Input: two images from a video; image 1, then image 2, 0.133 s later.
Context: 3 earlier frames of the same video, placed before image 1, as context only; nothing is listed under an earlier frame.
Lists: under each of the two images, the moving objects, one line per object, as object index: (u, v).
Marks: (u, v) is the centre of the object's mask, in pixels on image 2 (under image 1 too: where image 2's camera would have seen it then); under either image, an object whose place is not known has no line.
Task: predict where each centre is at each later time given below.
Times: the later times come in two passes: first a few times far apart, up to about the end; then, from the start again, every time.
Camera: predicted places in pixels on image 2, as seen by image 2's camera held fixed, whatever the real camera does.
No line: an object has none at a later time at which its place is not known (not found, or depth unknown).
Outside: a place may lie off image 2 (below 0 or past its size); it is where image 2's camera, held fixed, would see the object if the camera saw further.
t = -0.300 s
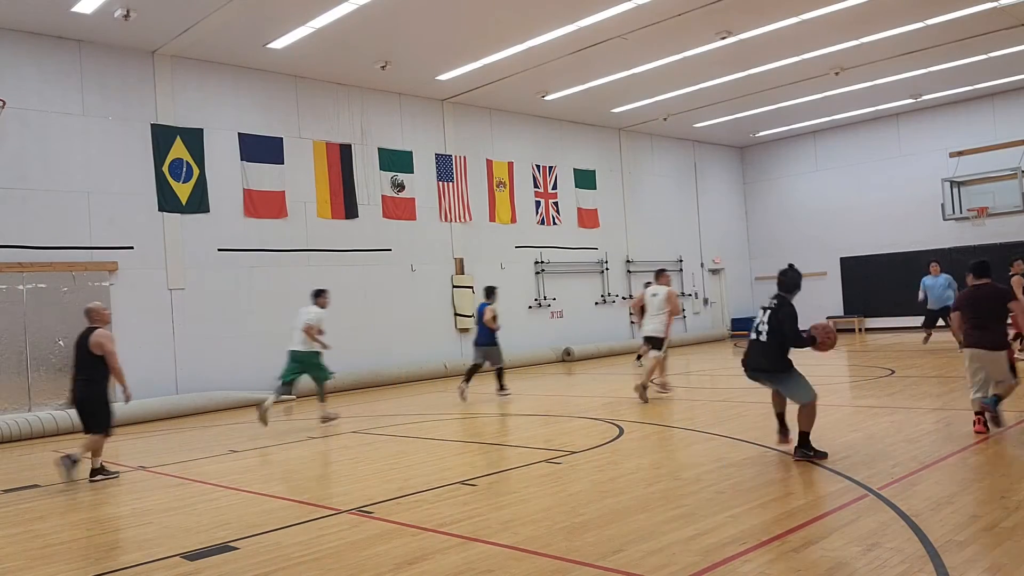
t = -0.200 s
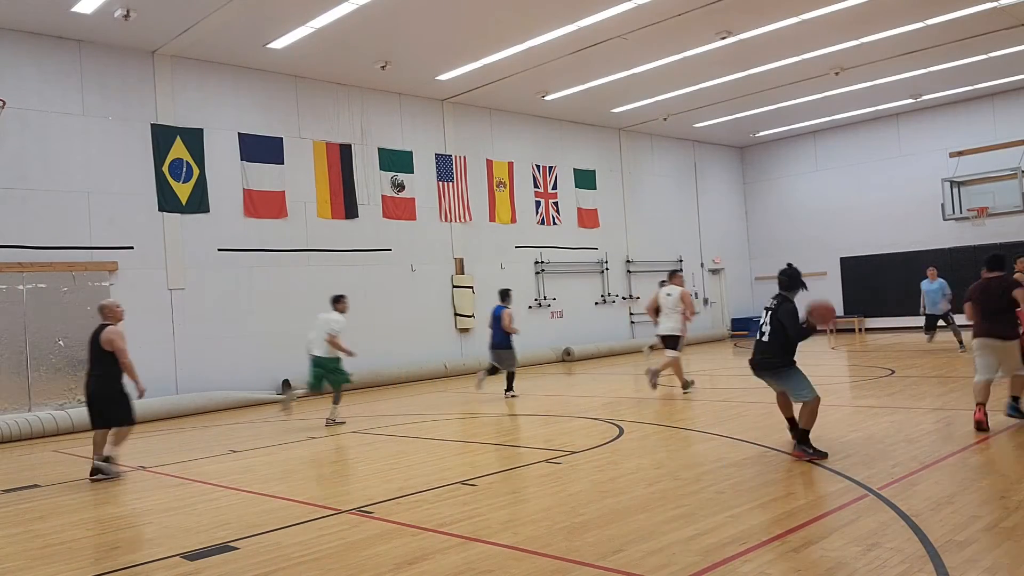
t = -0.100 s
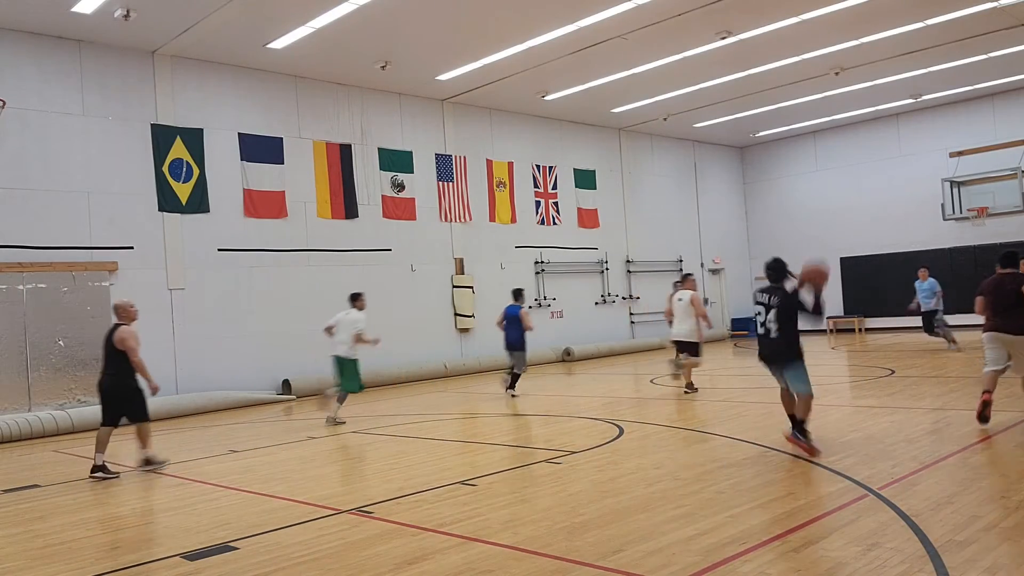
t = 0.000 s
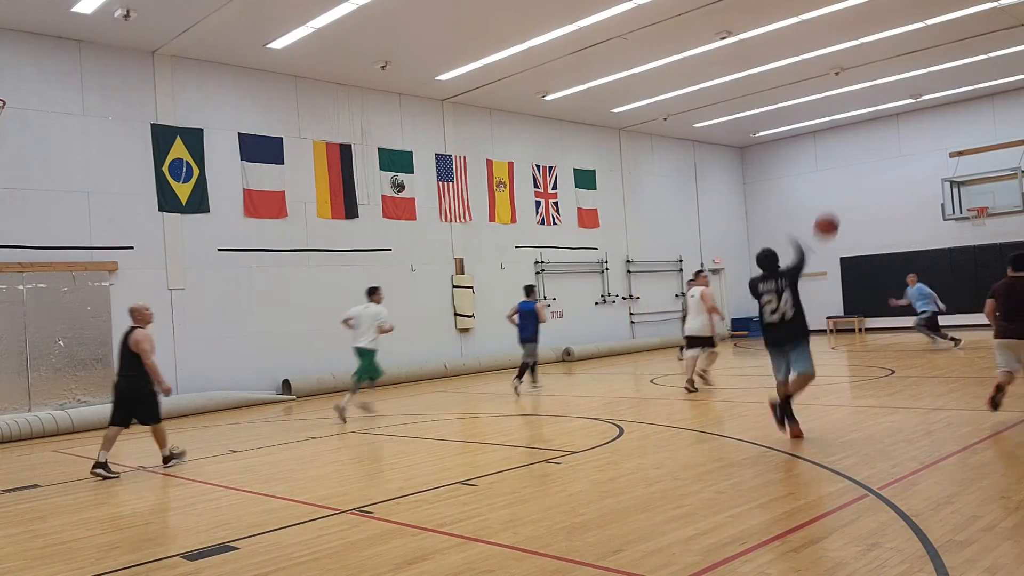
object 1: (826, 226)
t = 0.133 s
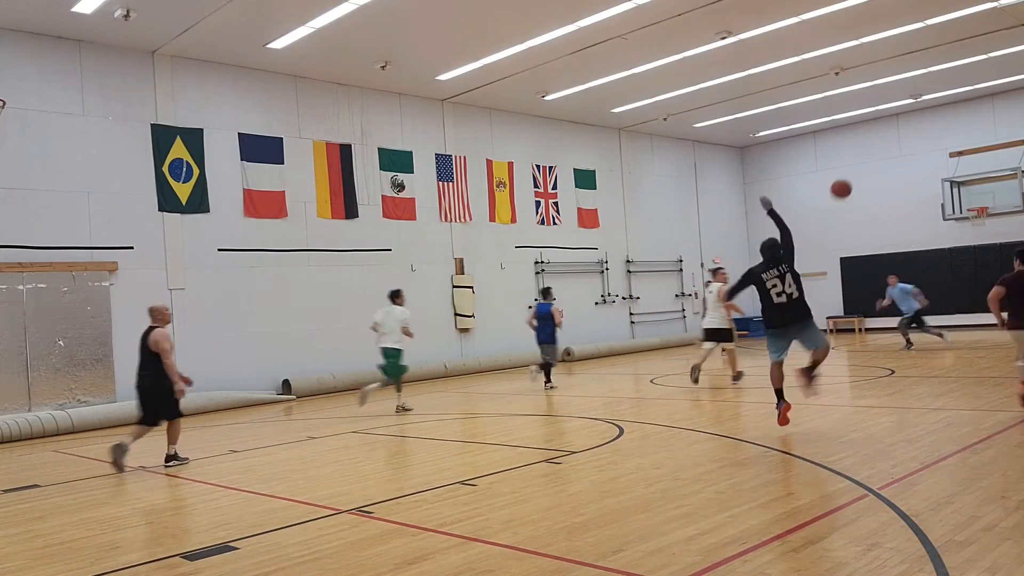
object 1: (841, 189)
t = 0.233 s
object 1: (850, 176)
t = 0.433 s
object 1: (866, 173)
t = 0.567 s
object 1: (876, 183)
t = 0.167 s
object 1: (844, 183)
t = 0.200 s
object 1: (847, 179)
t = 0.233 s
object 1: (850, 176)
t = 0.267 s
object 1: (853, 173)
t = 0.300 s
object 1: (856, 172)
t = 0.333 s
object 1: (859, 171)
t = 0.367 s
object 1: (861, 171)
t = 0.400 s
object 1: (864, 172)
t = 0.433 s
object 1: (866, 173)
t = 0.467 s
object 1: (869, 175)
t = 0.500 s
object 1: (871, 177)
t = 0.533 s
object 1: (874, 180)
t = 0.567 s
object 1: (876, 183)
